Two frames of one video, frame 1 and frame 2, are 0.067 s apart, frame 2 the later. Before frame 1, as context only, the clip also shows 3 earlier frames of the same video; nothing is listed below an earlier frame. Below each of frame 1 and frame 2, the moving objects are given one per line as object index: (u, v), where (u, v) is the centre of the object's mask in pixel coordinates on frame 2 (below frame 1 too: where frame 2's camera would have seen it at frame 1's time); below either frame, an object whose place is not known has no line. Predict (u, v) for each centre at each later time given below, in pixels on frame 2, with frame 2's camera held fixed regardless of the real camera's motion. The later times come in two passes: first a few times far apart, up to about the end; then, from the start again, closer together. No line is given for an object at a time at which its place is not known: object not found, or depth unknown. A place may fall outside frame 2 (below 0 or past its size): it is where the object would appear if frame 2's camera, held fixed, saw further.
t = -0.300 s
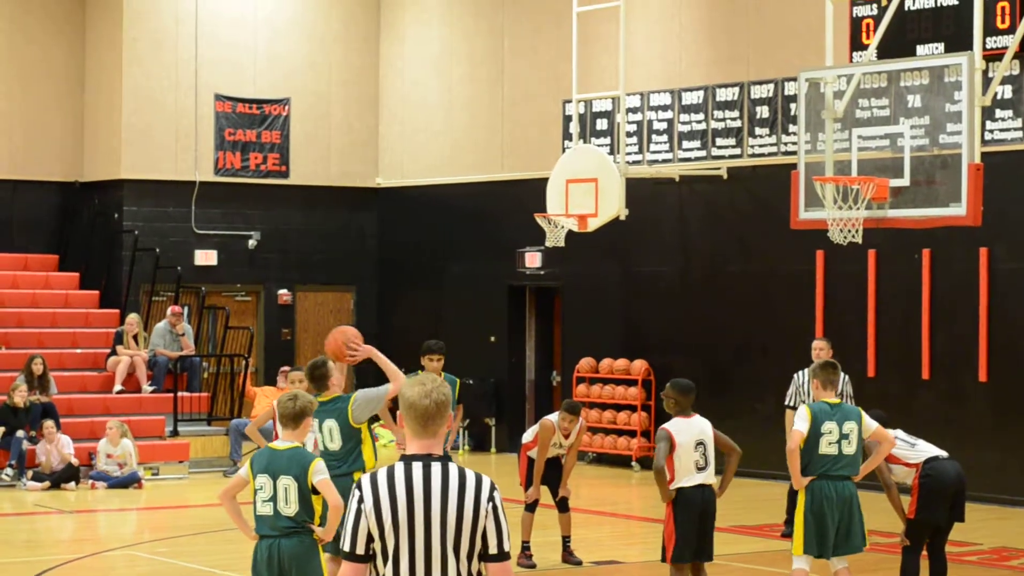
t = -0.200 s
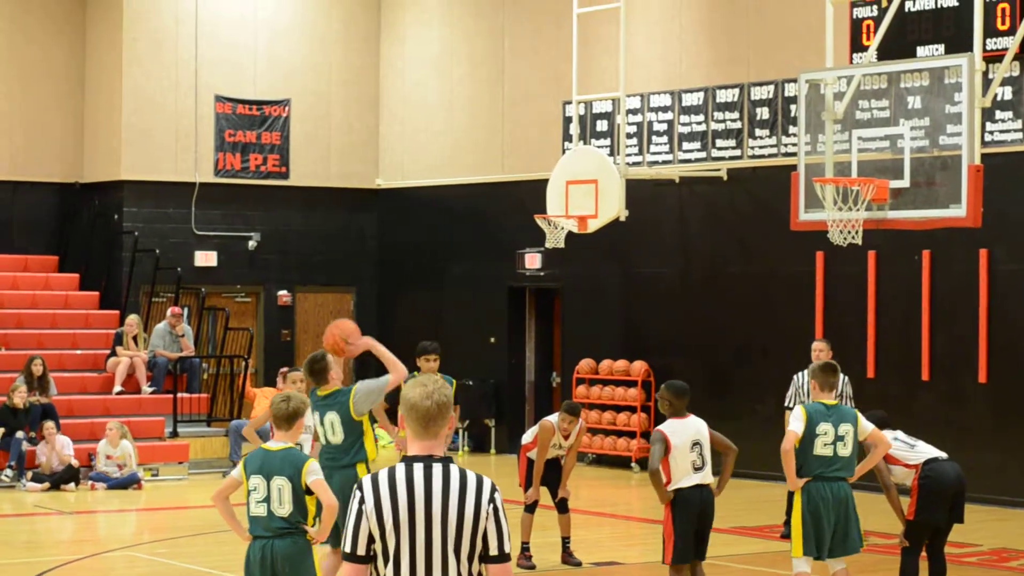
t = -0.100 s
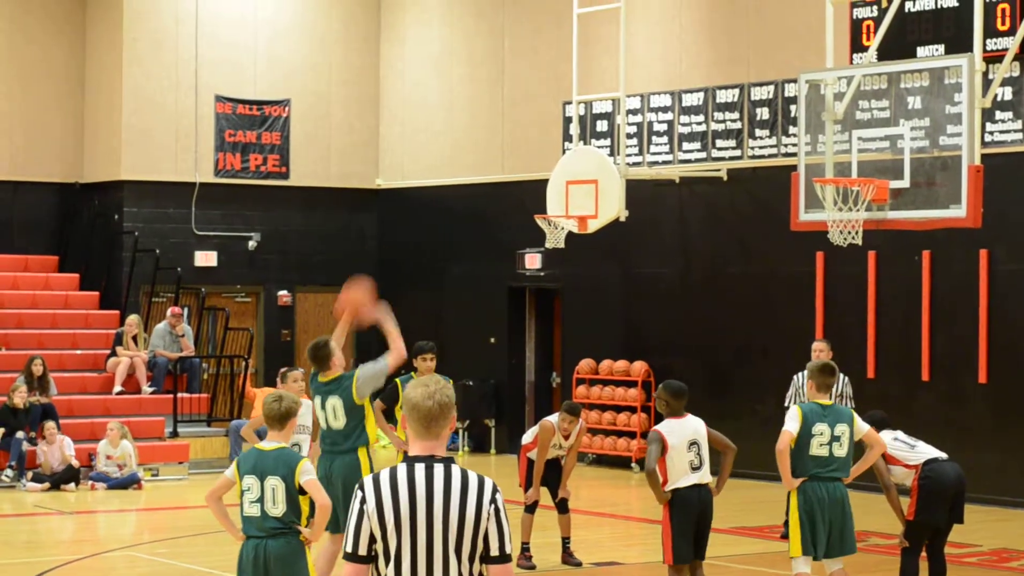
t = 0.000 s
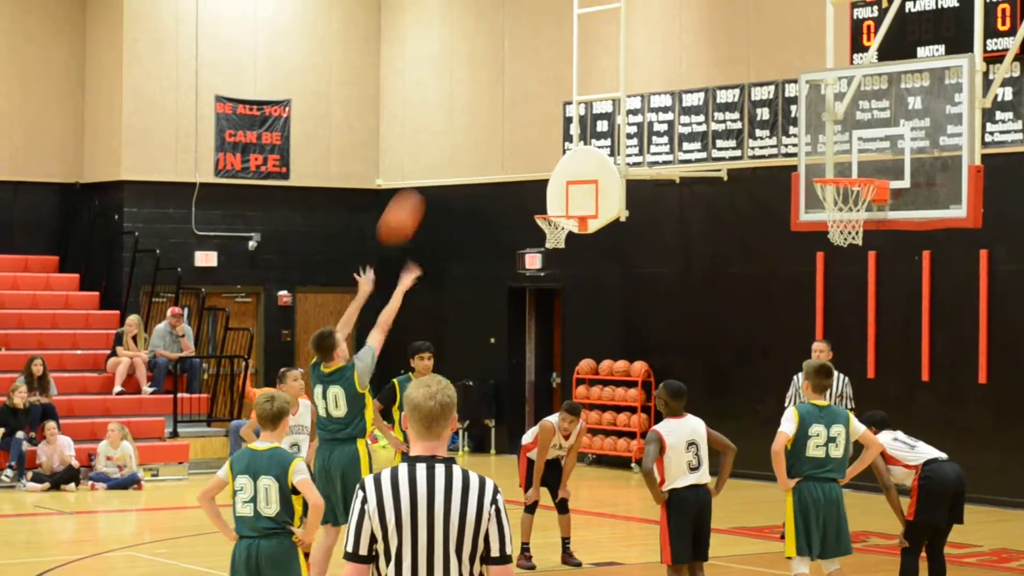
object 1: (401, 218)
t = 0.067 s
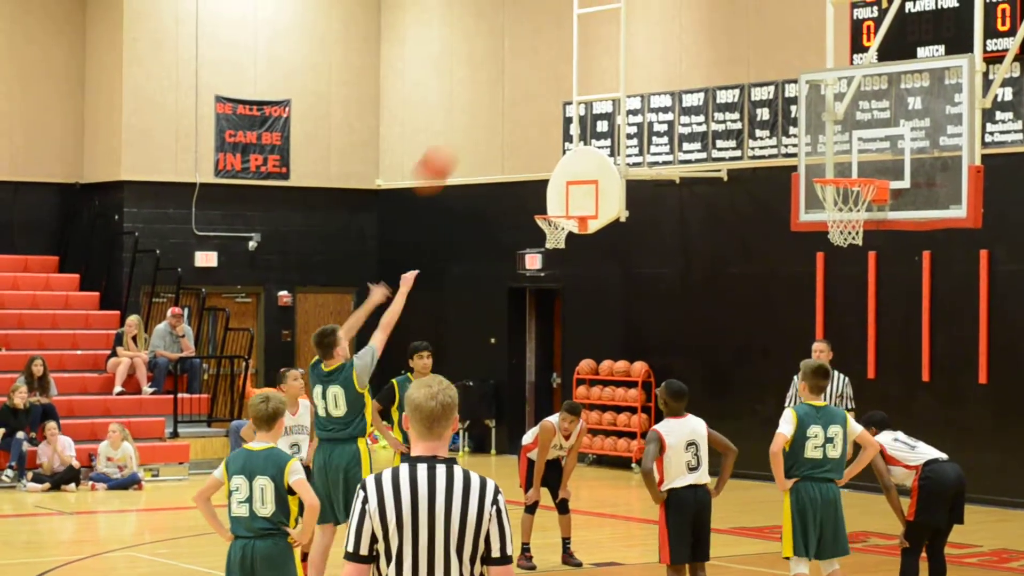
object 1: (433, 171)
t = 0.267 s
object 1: (530, 58)
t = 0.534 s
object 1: (649, 11)
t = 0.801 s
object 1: (756, 54)
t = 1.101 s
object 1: (859, 174)
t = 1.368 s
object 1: (818, 210)
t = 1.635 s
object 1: (832, 261)
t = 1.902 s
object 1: (852, 400)
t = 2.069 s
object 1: (860, 543)
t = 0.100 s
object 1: (450, 146)
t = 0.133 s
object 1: (466, 125)
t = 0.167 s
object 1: (482, 106)
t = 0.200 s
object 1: (499, 88)
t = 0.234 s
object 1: (515, 72)
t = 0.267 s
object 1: (530, 58)
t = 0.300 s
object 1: (546, 47)
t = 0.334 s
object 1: (560, 36)
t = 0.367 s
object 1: (575, 28)
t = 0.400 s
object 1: (592, 20)
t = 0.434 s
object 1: (607, 15)
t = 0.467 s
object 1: (621, 12)
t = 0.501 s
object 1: (636, 11)
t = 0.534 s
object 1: (649, 11)
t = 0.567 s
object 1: (664, 11)
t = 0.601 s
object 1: (677, 12)
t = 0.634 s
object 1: (690, 14)
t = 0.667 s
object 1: (704, 17)
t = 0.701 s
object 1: (718, 24)
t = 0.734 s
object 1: (731, 33)
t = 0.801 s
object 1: (756, 54)
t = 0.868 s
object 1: (781, 78)
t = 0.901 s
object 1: (795, 94)
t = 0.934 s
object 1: (809, 112)
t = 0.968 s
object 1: (820, 125)
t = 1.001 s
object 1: (833, 147)
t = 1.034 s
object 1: (845, 166)
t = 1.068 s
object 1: (853, 171)
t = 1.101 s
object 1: (859, 174)
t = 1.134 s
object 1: (851, 189)
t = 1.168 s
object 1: (847, 195)
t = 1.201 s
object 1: (837, 195)
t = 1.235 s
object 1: (829, 202)
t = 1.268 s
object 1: (824, 205)
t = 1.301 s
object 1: (821, 208)
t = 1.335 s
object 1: (820, 208)
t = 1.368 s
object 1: (818, 210)
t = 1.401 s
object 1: (818, 213)
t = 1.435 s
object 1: (820, 216)
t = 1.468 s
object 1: (822, 220)
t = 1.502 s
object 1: (825, 226)
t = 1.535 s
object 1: (825, 233)
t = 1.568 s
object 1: (828, 239)
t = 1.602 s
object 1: (830, 249)
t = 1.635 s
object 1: (832, 261)
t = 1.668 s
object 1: (835, 272)
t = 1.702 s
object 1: (837, 287)
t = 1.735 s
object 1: (838, 302)
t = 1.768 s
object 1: (841, 319)
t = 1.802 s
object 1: (843, 338)
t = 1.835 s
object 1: (846, 356)
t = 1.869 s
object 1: (849, 376)
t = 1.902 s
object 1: (852, 400)
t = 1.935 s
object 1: (853, 428)
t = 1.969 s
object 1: (854, 455)
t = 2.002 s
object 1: (856, 480)
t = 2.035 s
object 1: (858, 510)
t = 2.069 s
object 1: (860, 543)
